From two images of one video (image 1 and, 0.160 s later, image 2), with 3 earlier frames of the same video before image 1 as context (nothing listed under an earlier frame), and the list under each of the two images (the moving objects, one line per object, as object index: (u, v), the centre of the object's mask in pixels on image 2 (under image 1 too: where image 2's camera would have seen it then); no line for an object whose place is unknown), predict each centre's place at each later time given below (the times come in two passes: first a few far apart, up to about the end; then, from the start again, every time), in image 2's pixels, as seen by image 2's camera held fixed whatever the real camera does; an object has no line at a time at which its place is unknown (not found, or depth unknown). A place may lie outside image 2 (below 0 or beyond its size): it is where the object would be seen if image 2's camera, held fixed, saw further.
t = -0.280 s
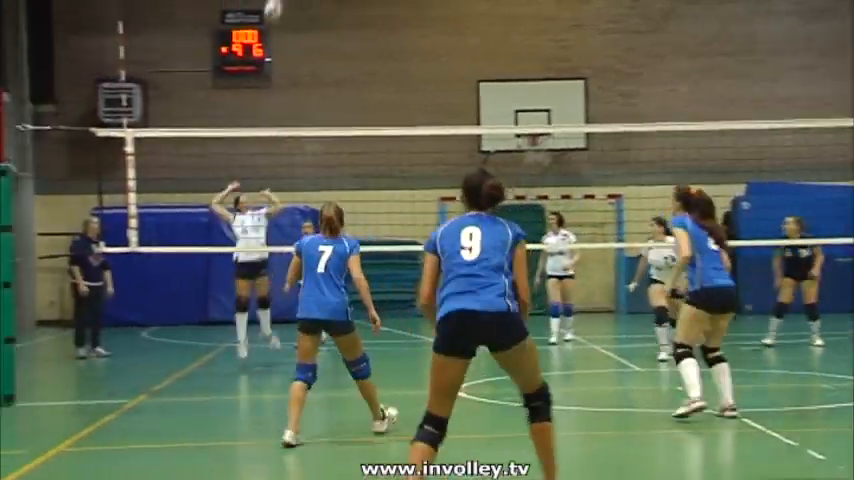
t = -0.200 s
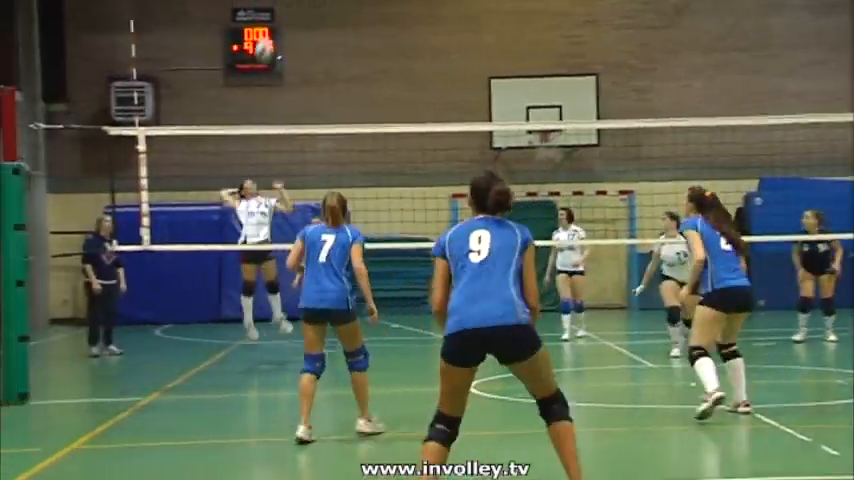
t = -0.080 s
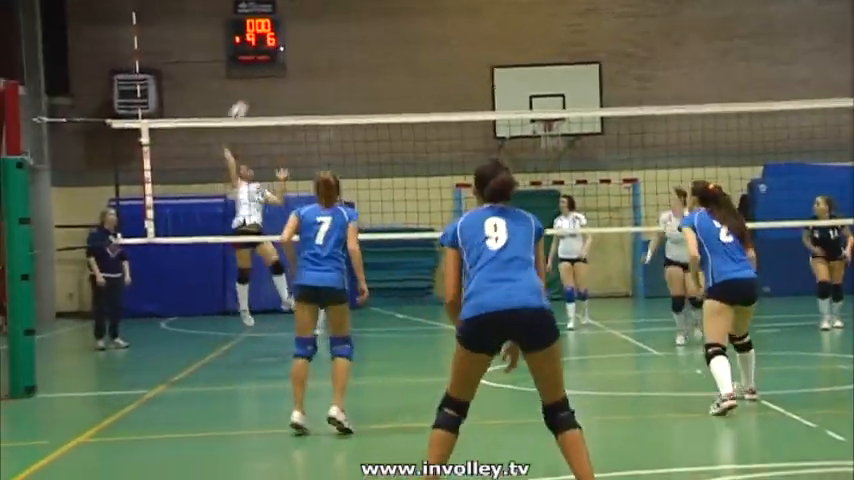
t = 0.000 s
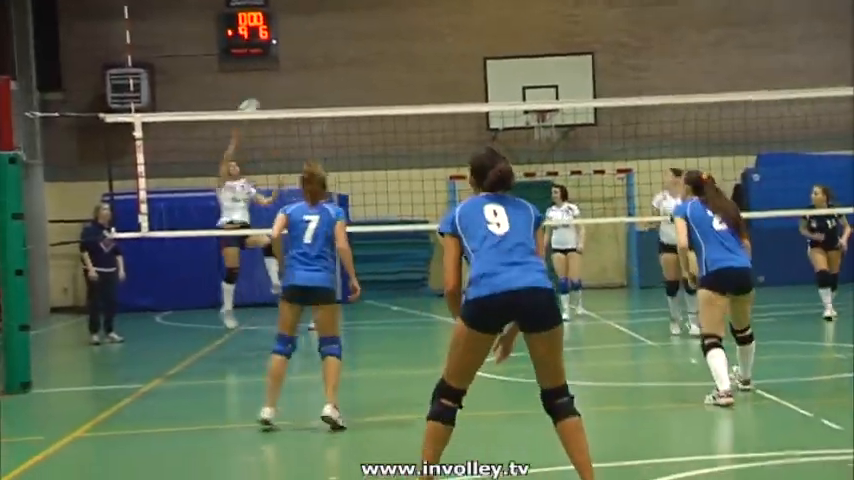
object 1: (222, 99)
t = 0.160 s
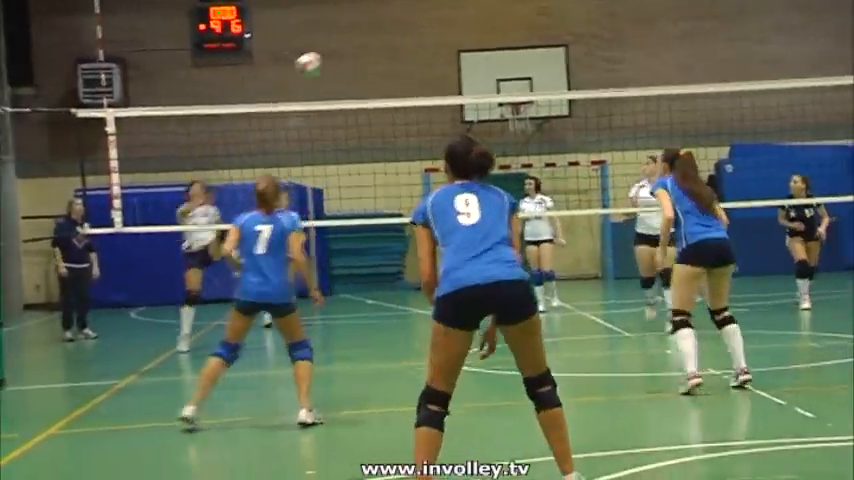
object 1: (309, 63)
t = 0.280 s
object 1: (392, 48)
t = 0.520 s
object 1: (629, 64)
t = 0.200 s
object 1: (334, 56)
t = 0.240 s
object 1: (362, 50)
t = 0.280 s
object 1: (392, 48)
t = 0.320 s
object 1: (426, 46)
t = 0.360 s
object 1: (460, 45)
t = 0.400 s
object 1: (498, 47)
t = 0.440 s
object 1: (536, 50)
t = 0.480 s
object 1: (581, 57)
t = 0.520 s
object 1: (629, 64)
